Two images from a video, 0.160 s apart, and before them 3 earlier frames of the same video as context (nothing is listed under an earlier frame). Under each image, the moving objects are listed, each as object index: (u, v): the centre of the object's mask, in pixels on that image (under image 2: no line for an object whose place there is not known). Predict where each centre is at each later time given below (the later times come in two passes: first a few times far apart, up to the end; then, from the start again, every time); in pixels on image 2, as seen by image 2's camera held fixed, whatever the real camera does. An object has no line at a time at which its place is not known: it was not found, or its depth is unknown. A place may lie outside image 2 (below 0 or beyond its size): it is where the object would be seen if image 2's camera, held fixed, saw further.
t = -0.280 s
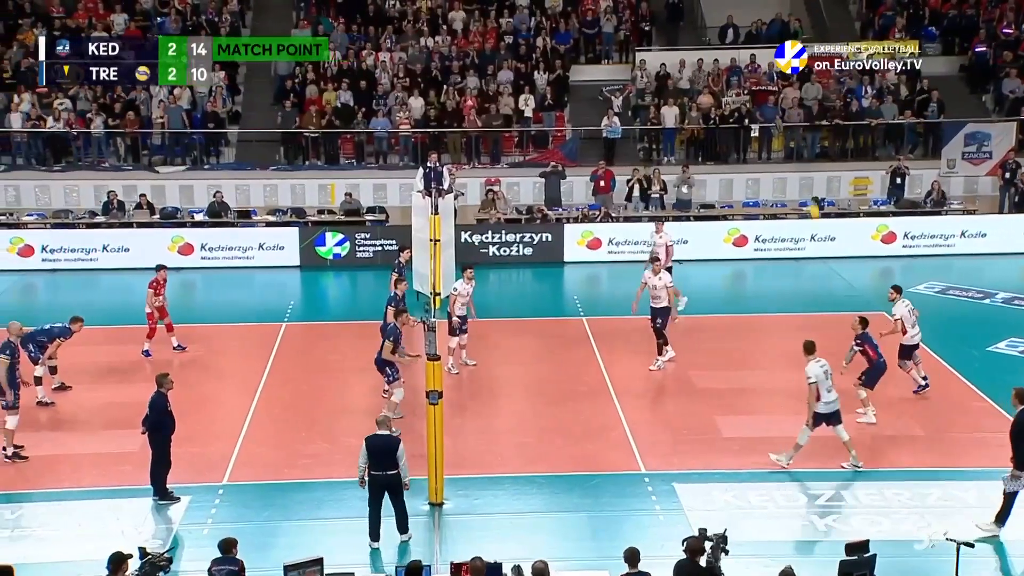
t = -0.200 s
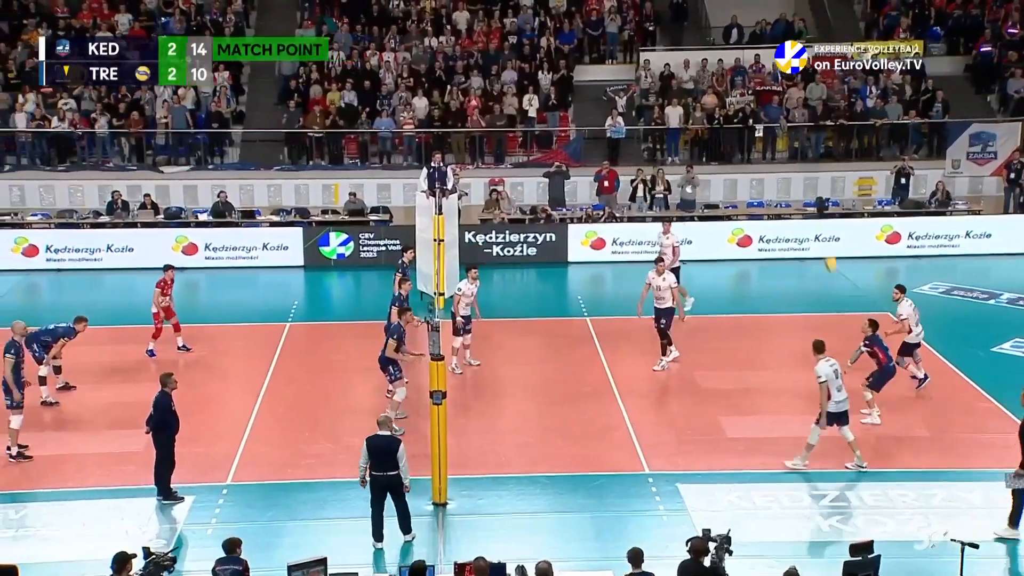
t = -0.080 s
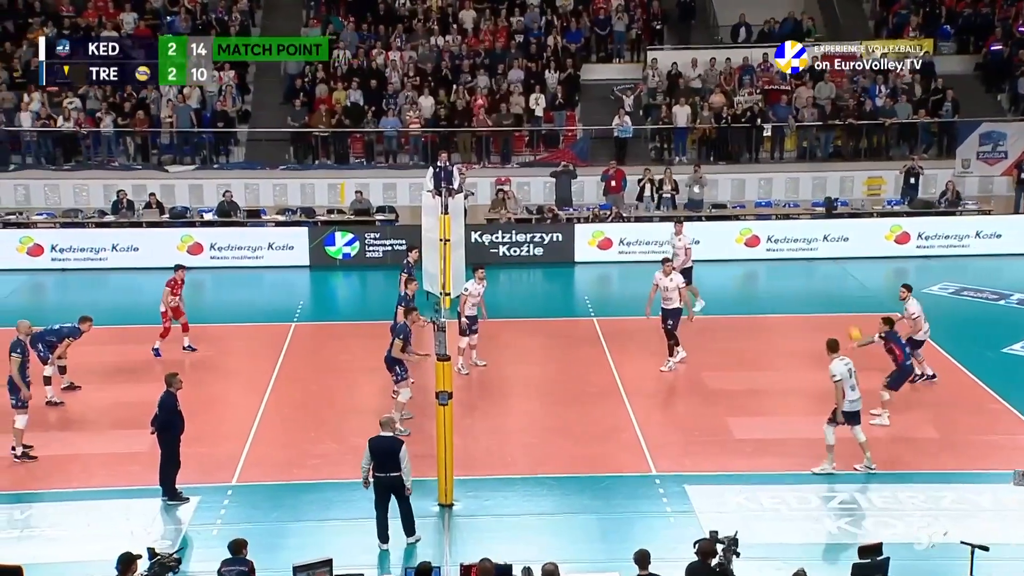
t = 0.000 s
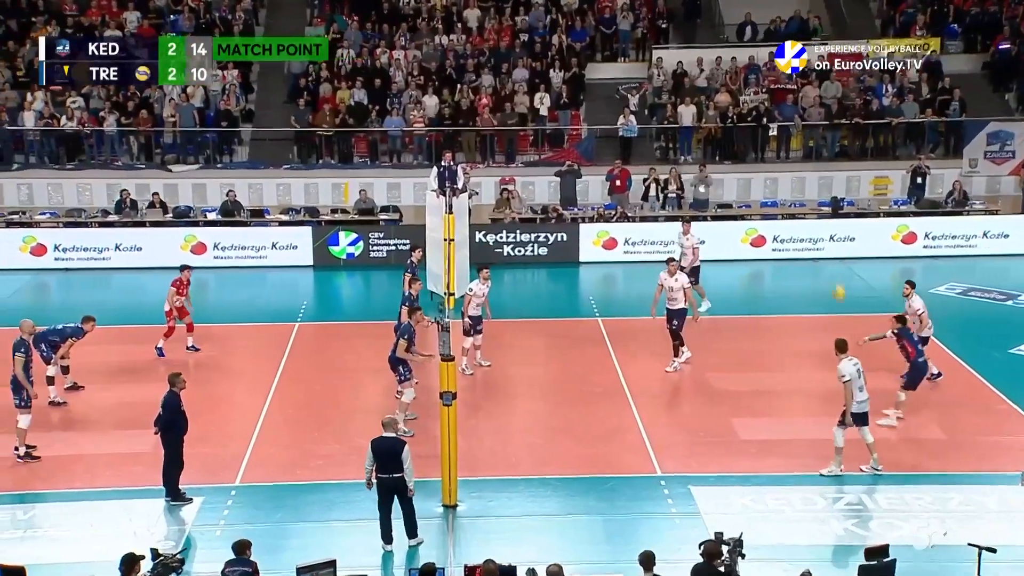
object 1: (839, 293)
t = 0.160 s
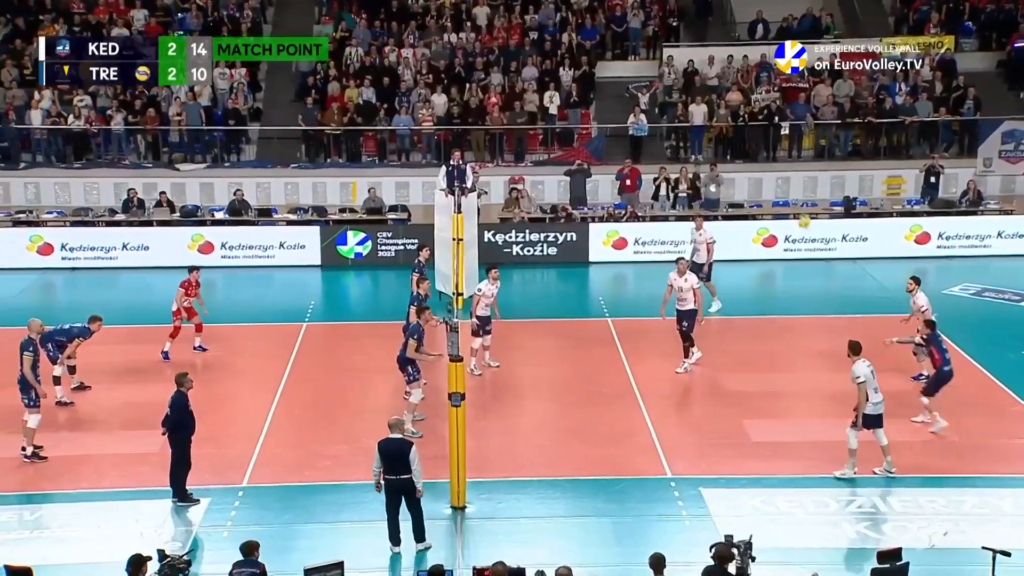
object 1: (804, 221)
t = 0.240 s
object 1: (781, 193)
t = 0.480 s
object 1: (715, 133)
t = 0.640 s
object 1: (672, 115)
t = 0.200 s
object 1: (794, 207)
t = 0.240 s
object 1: (781, 193)
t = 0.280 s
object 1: (771, 181)
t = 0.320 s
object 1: (760, 168)
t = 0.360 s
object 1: (748, 157)
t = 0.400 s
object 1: (737, 149)
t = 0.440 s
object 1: (726, 140)
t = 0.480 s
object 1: (715, 133)
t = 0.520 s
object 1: (704, 127)
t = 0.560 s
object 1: (694, 122)
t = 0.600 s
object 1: (683, 118)
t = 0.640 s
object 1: (672, 115)
